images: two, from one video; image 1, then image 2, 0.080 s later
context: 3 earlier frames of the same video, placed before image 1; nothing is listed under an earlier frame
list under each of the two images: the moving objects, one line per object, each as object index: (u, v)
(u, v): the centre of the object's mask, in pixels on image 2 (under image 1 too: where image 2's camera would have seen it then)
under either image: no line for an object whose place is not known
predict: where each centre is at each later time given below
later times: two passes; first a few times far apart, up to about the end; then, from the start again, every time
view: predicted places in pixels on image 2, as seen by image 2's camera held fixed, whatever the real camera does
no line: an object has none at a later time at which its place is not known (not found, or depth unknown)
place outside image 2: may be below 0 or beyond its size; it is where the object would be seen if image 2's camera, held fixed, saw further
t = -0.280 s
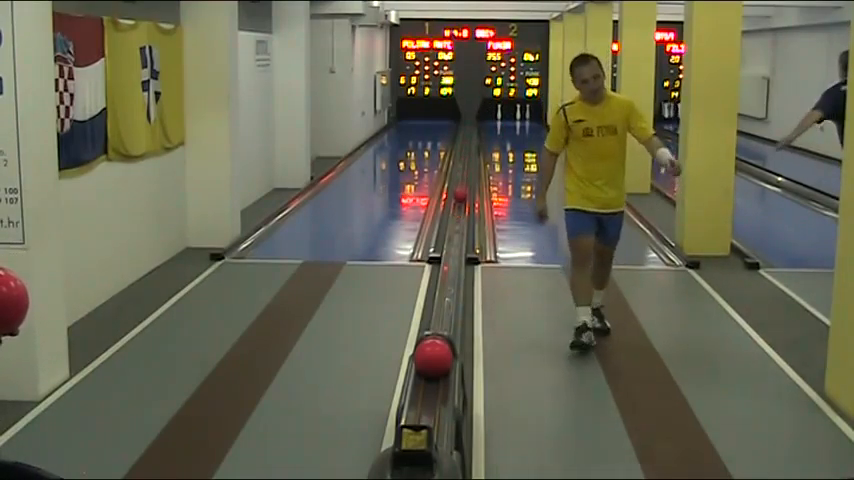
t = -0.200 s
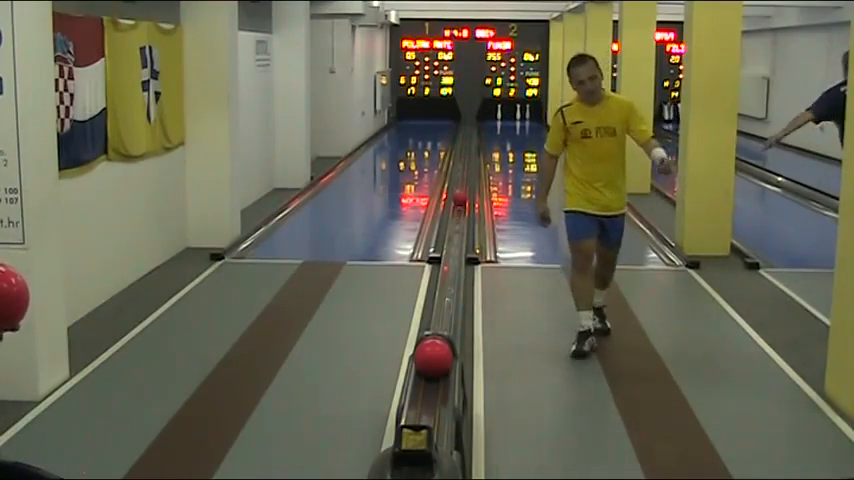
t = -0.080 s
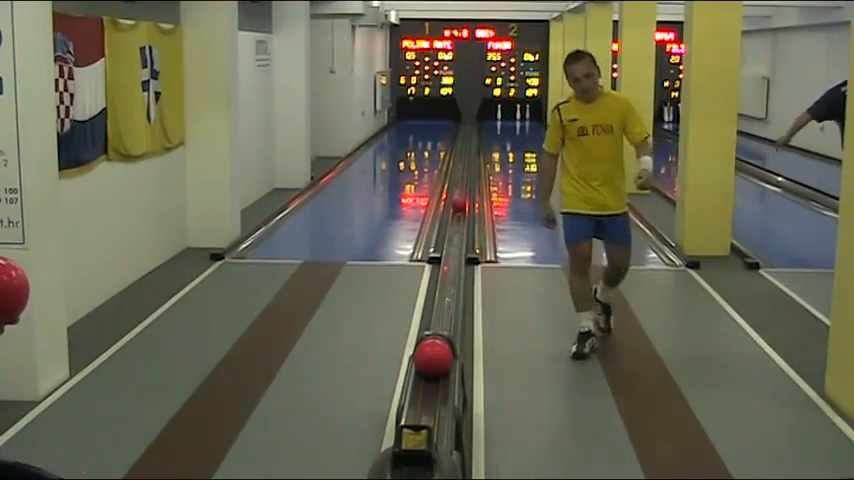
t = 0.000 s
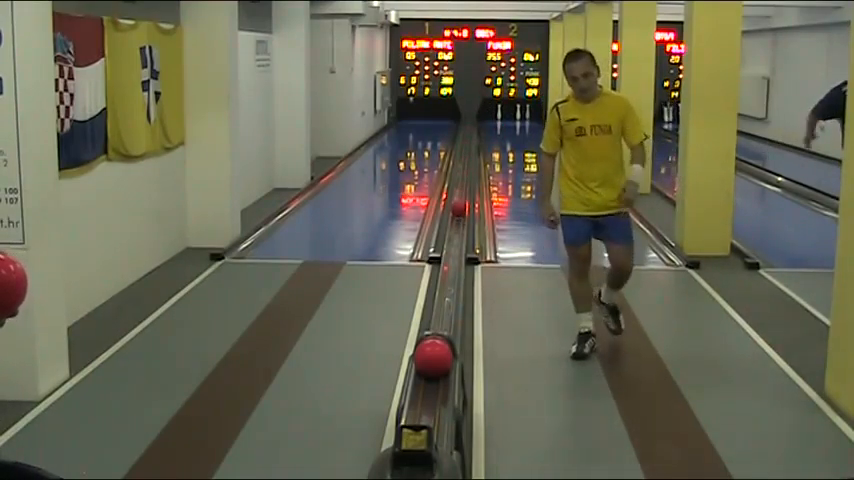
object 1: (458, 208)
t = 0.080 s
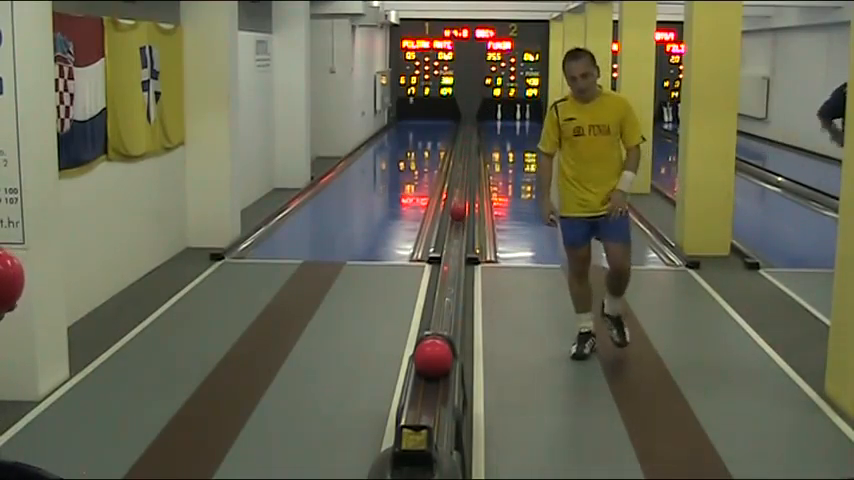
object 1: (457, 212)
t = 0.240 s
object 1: (457, 222)
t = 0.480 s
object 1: (454, 239)
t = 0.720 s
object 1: (452, 256)
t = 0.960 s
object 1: (450, 280)
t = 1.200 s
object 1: (447, 308)
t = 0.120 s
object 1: (457, 214)
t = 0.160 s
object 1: (457, 217)
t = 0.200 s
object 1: (457, 218)
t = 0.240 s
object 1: (457, 222)
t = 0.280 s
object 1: (456, 225)
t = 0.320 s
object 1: (456, 227)
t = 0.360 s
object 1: (456, 230)
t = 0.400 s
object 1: (455, 233)
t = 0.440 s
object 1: (455, 236)
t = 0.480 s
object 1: (454, 239)
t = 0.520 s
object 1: (454, 242)
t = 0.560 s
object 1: (454, 244)
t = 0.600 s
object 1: (454, 246)
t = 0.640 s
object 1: (453, 250)
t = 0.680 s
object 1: (453, 254)
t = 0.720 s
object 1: (452, 256)
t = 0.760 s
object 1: (452, 260)
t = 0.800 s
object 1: (452, 264)
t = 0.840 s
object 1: (452, 267)
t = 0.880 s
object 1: (451, 271)
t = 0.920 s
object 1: (450, 276)
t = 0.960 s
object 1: (450, 280)
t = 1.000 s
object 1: (449, 284)
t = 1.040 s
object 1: (449, 288)
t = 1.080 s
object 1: (448, 293)
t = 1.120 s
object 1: (448, 298)
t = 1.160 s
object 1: (447, 303)
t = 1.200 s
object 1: (447, 308)
